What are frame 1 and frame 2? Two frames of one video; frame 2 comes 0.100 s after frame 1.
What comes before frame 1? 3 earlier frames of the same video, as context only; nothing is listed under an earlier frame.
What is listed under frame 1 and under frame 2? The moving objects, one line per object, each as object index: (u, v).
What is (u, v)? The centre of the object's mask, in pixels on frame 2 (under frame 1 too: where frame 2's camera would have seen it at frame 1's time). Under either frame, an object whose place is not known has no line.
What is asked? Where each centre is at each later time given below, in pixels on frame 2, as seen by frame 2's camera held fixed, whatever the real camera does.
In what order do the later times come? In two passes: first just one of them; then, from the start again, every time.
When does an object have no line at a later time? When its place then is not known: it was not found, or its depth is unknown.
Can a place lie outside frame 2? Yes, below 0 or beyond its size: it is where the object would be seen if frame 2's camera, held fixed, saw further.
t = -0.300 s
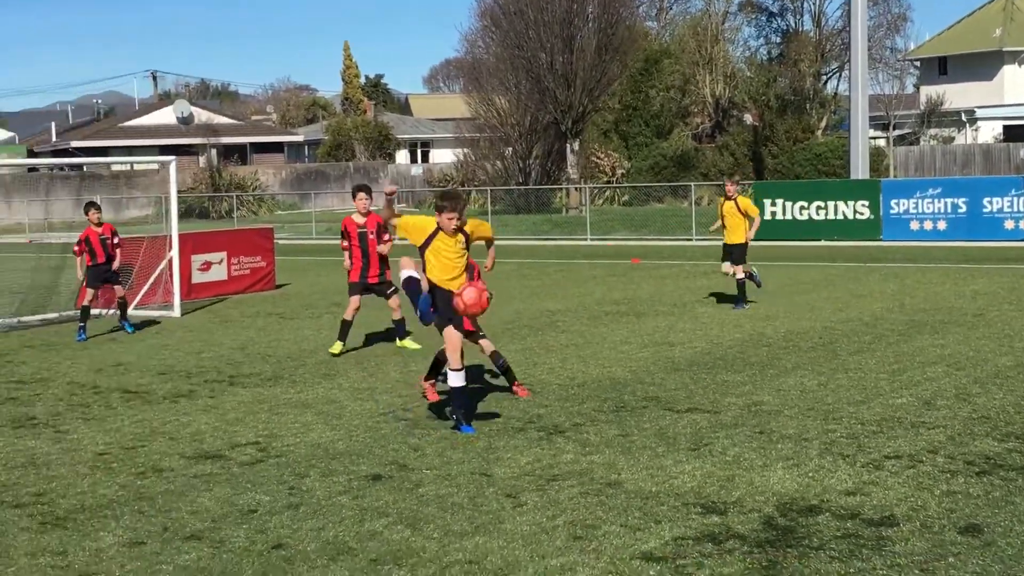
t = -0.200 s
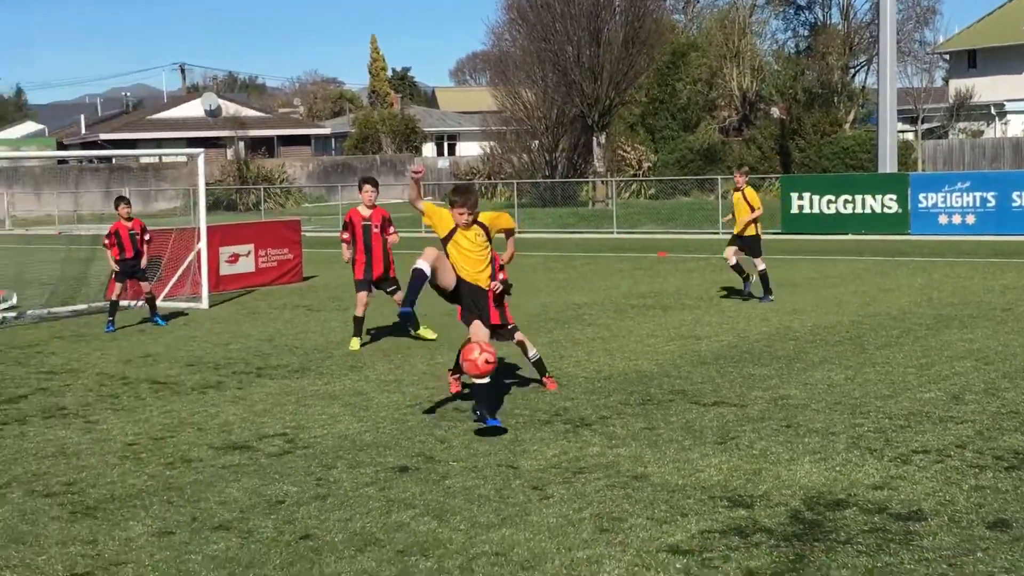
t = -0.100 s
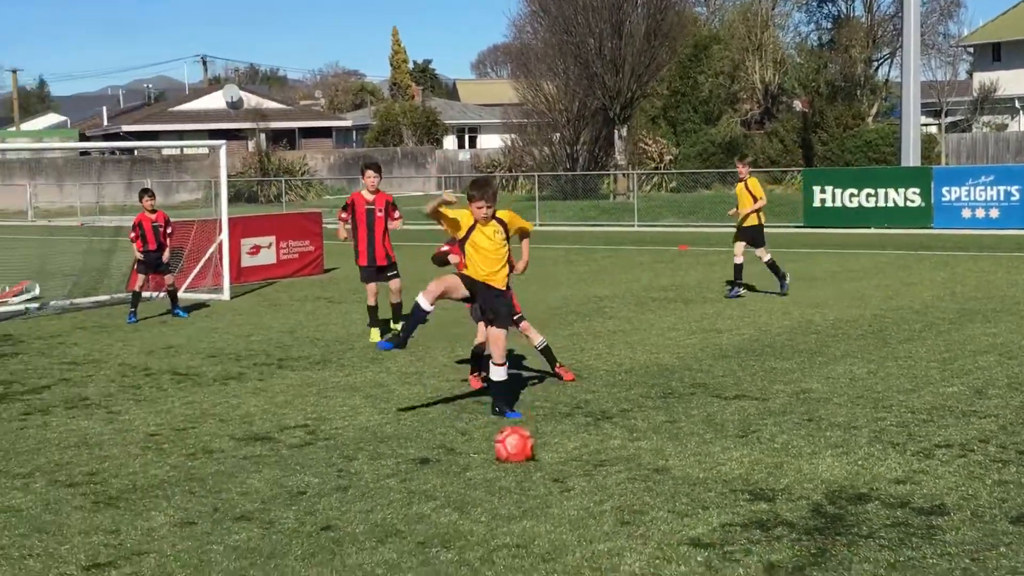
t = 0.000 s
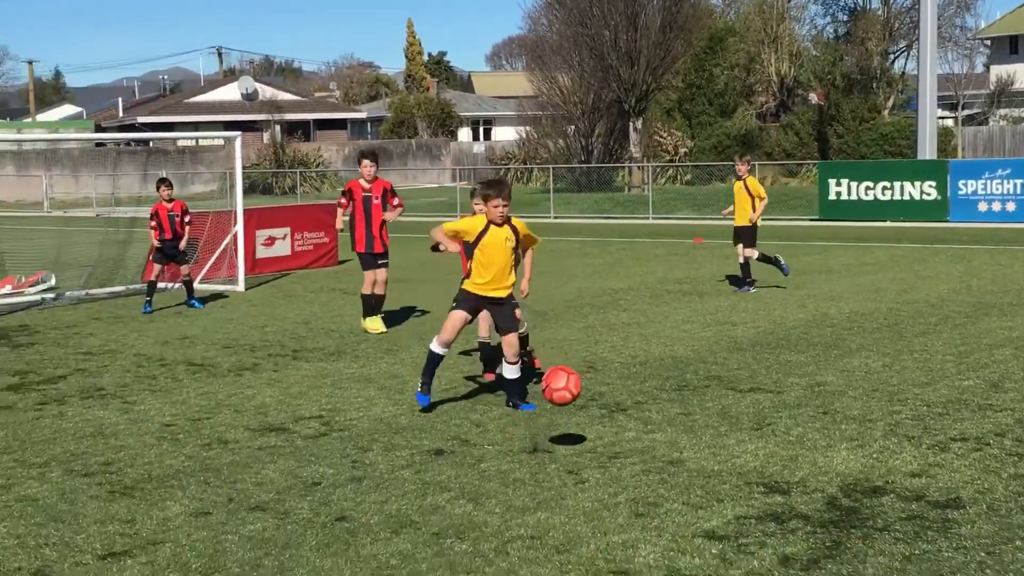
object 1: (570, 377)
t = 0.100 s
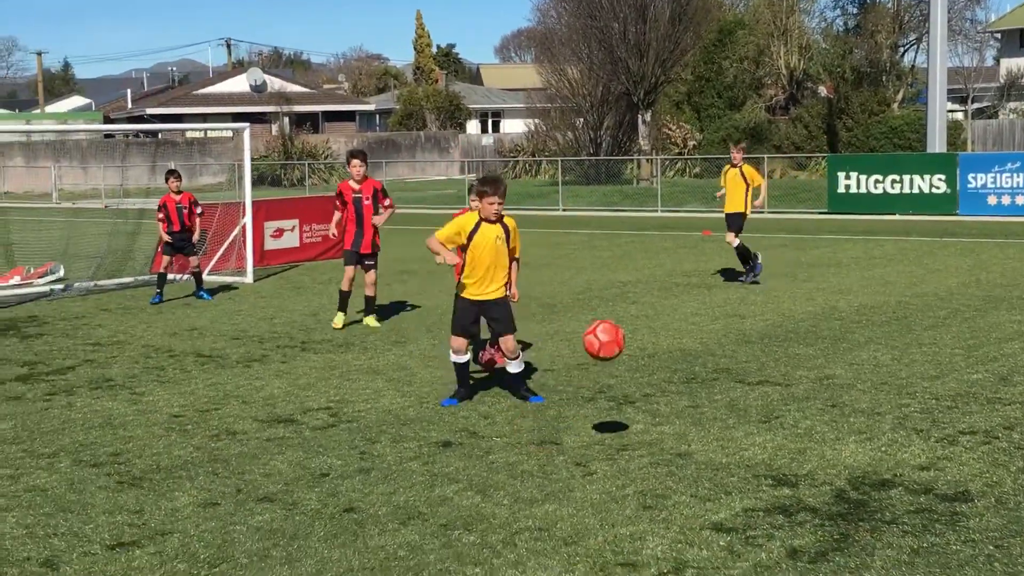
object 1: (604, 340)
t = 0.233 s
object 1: (653, 318)
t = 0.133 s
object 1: (616, 331)
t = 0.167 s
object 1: (628, 324)
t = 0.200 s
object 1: (641, 320)
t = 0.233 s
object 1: (653, 318)
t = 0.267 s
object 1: (666, 318)
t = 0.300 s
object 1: (679, 321)
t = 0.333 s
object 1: (692, 326)
